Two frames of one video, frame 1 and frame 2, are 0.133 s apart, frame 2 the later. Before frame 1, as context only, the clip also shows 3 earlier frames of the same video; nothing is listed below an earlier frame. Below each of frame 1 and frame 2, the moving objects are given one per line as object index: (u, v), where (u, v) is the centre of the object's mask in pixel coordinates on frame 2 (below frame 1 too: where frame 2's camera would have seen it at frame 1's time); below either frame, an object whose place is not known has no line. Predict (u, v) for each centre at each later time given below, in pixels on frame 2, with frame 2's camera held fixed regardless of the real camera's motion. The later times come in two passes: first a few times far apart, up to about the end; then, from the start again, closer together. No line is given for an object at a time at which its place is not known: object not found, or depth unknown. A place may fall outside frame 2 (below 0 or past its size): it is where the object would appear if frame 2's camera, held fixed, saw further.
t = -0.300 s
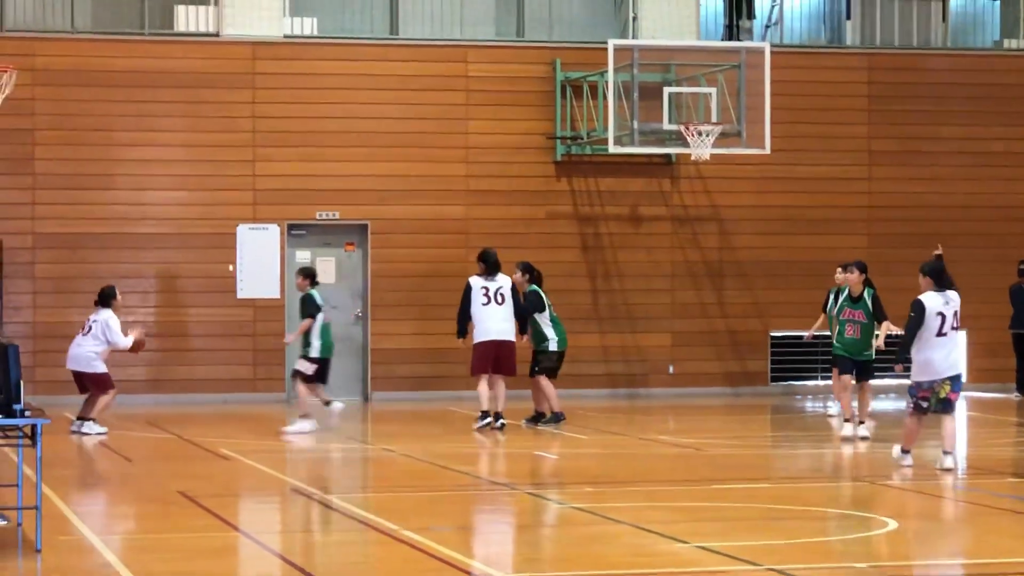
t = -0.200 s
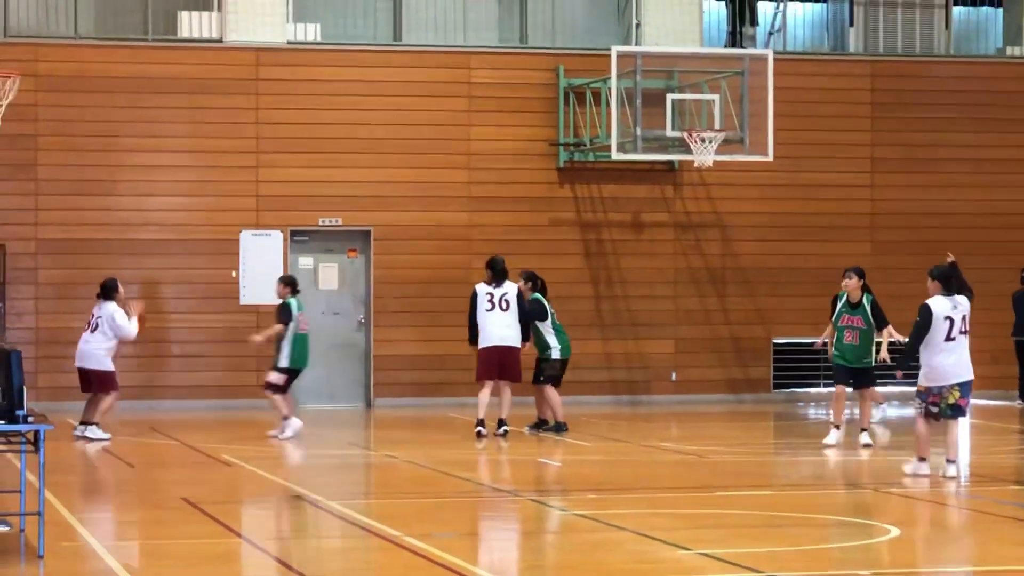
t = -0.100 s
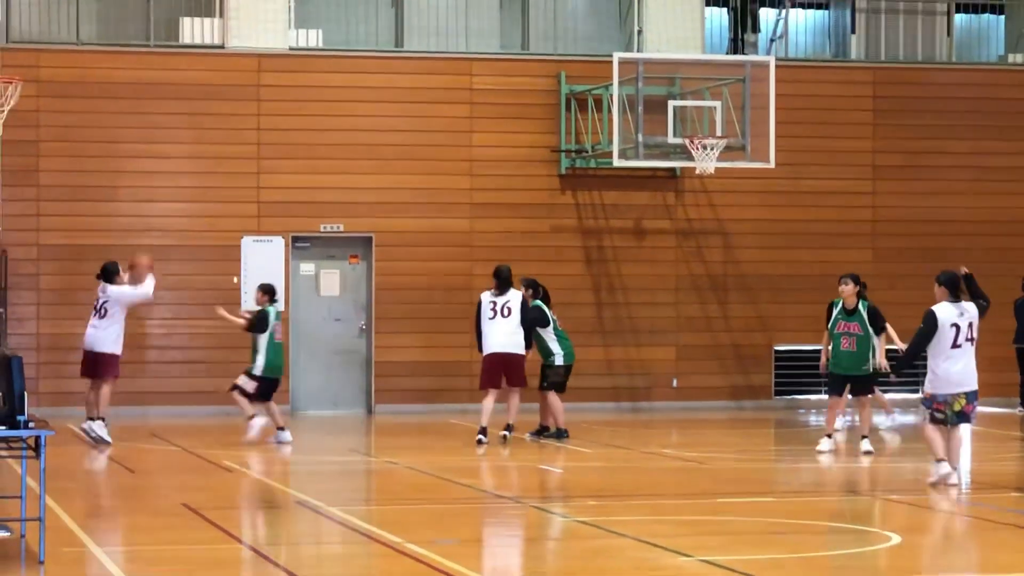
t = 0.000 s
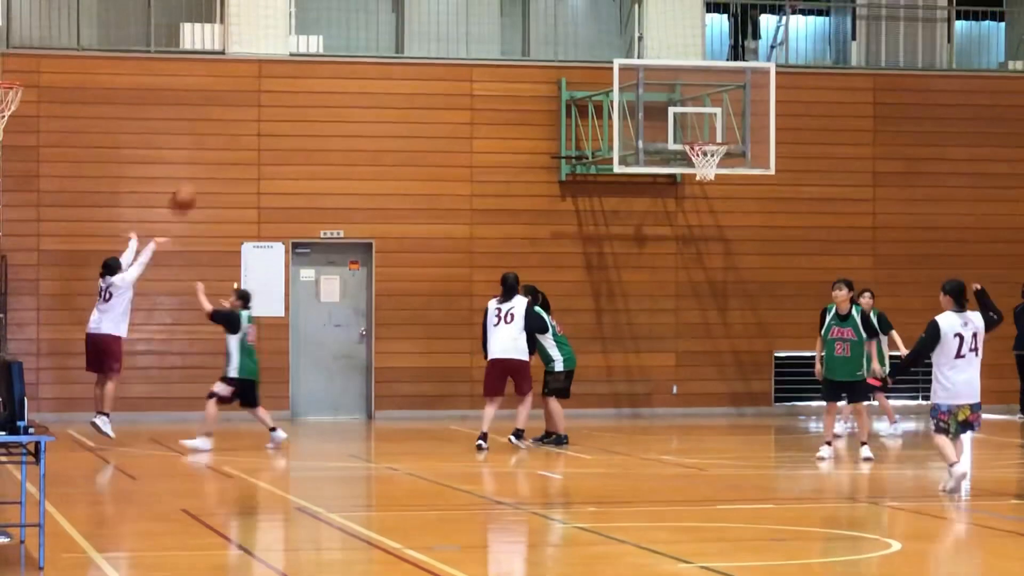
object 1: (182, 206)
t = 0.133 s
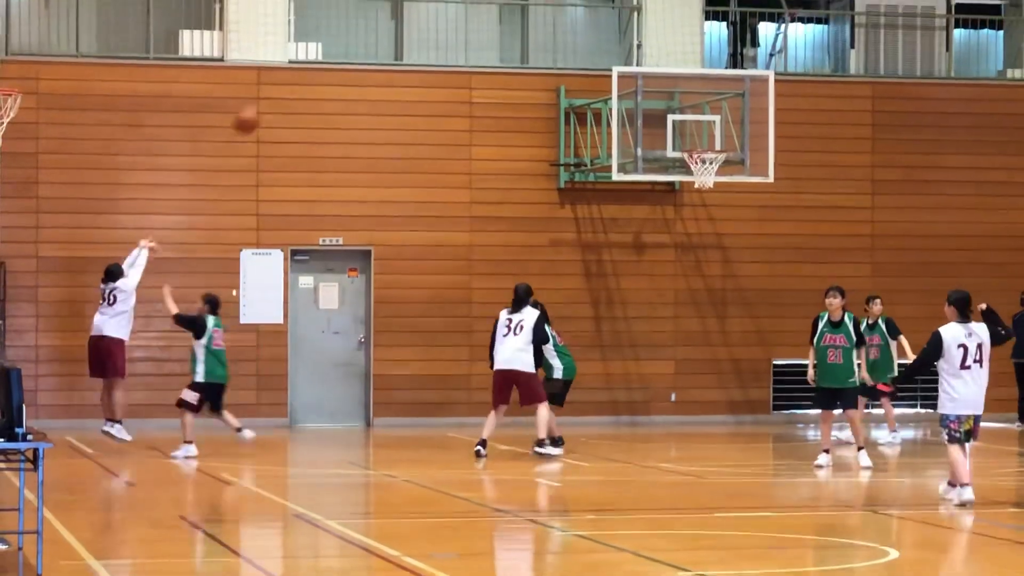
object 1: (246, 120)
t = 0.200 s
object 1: (279, 85)
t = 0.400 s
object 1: (368, 10)
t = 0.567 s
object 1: (438, -14)
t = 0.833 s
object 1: (542, -13)
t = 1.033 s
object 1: (615, 35)
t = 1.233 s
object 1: (685, 116)
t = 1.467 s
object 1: (707, 153)
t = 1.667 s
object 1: (695, 169)
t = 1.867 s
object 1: (688, 184)
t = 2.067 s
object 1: (685, 234)
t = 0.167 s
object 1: (263, 102)
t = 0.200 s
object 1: (279, 85)
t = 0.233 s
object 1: (293, 71)
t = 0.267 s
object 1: (310, 54)
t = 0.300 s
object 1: (325, 42)
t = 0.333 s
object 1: (339, 30)
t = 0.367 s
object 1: (354, 20)
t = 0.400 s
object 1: (368, 10)
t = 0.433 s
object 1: (382, 2)
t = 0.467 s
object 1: (397, -5)
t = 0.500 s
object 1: (410, -10)
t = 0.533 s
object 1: (423, -12)
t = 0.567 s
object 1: (438, -14)
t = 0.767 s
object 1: (517, -18)
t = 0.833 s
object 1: (542, -13)
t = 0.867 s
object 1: (555, -7)
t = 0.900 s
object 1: (567, 0)
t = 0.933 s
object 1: (580, 7)
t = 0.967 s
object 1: (592, 16)
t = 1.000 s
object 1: (604, 24)
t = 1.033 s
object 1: (615, 35)
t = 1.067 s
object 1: (628, 46)
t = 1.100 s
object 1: (639, 58)
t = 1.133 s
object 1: (651, 72)
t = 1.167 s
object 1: (663, 86)
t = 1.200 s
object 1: (673, 100)
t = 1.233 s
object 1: (685, 116)
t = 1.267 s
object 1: (696, 131)
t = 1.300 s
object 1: (707, 145)
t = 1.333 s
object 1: (709, 147)
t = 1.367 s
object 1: (706, 148)
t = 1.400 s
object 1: (699, 150)
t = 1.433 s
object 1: (698, 152)
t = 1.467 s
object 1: (707, 153)
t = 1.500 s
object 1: (709, 154)
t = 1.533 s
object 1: (709, 156)
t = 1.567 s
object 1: (708, 158)
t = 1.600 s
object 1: (704, 163)
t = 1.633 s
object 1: (698, 161)
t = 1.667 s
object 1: (695, 169)
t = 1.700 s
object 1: (694, 173)
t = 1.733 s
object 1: (690, 173)
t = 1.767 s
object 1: (688, 175)
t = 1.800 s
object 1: (687, 176)
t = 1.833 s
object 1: (688, 180)
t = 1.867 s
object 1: (688, 184)
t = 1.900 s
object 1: (690, 190)
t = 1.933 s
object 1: (686, 195)
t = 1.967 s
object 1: (686, 205)
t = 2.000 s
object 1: (686, 214)
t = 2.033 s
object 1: (686, 225)
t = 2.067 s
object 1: (685, 234)
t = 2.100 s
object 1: (685, 247)
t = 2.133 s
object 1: (685, 260)
